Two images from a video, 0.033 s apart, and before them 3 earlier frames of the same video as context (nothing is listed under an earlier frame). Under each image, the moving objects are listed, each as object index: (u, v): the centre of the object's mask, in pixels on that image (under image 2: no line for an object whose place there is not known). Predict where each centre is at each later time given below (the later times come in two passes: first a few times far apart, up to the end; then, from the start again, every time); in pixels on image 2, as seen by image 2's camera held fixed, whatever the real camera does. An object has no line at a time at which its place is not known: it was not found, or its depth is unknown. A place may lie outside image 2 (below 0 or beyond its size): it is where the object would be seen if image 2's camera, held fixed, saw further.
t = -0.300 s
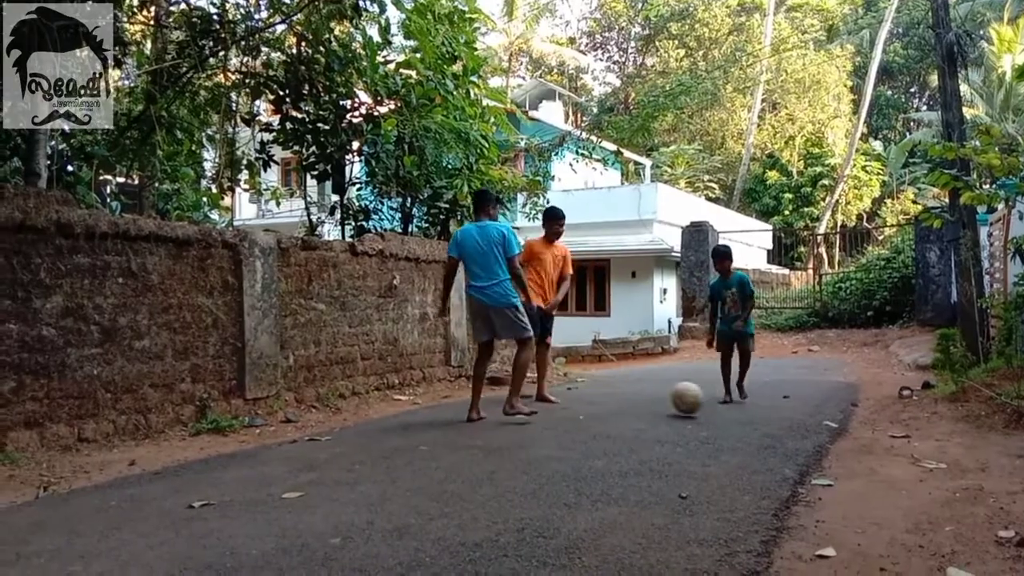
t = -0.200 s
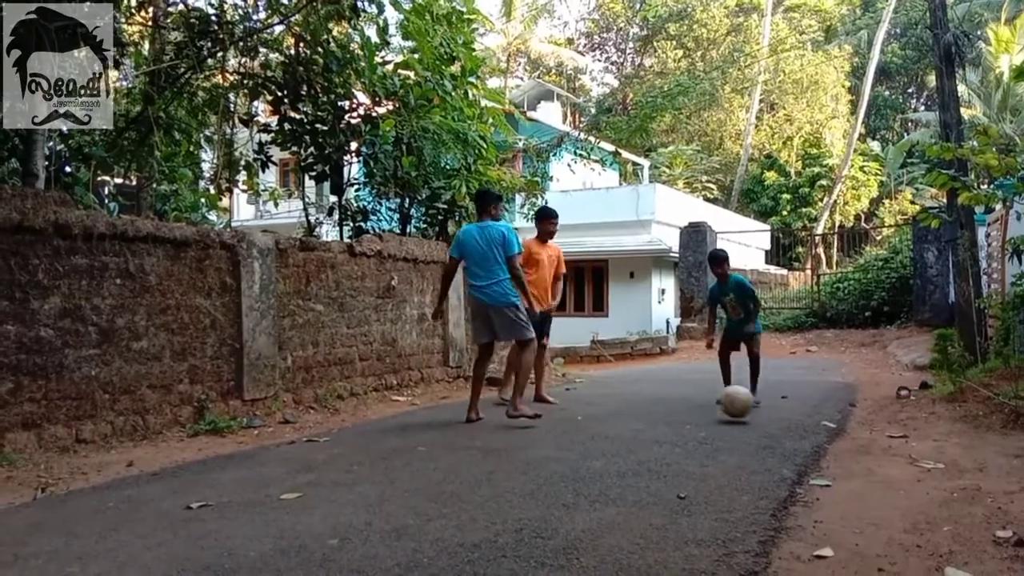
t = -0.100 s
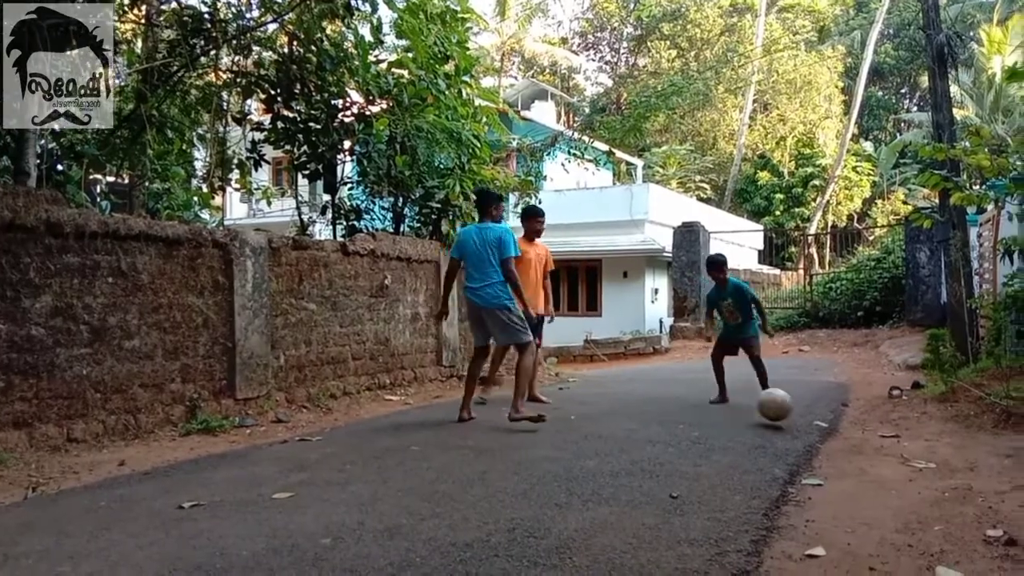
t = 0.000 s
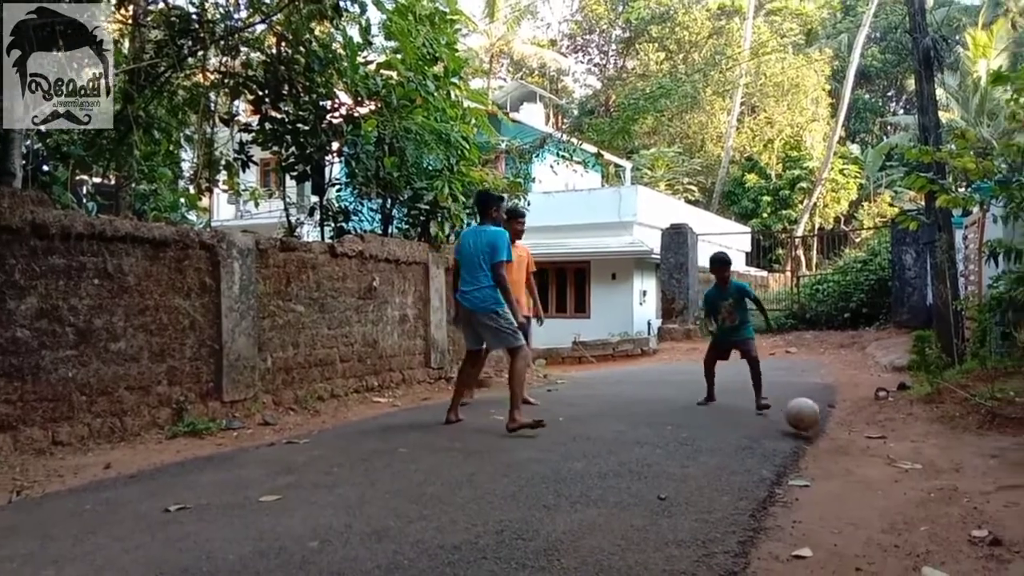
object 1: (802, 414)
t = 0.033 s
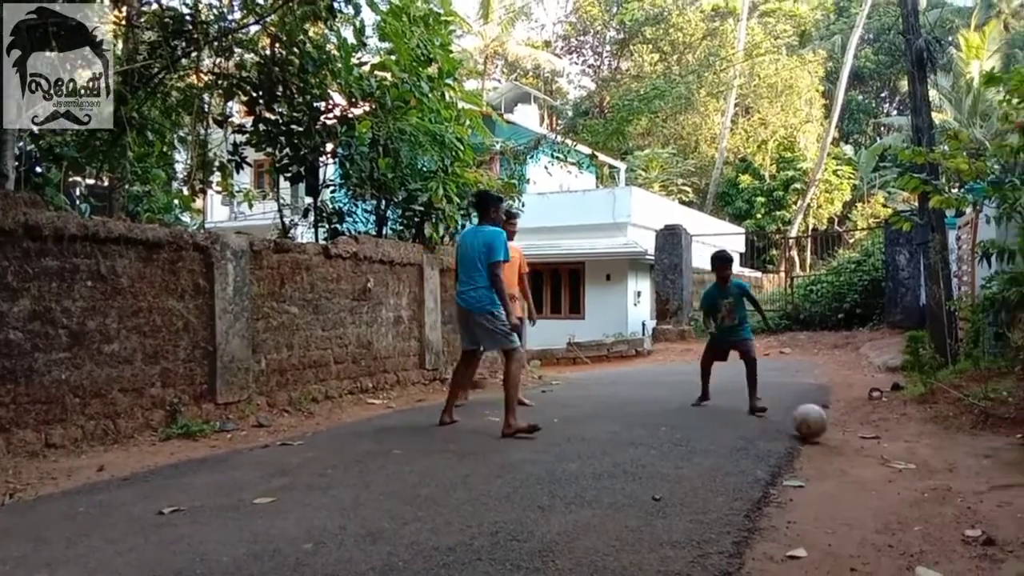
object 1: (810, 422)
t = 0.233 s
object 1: (899, 427)
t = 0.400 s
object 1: (973, 425)
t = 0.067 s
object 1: (824, 426)
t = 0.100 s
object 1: (839, 422)
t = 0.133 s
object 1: (854, 421)
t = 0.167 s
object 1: (869, 422)
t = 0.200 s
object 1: (884, 424)
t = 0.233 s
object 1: (899, 427)
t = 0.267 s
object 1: (914, 425)
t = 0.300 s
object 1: (929, 423)
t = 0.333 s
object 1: (944, 423)
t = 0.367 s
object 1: (958, 425)
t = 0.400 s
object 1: (973, 425)
